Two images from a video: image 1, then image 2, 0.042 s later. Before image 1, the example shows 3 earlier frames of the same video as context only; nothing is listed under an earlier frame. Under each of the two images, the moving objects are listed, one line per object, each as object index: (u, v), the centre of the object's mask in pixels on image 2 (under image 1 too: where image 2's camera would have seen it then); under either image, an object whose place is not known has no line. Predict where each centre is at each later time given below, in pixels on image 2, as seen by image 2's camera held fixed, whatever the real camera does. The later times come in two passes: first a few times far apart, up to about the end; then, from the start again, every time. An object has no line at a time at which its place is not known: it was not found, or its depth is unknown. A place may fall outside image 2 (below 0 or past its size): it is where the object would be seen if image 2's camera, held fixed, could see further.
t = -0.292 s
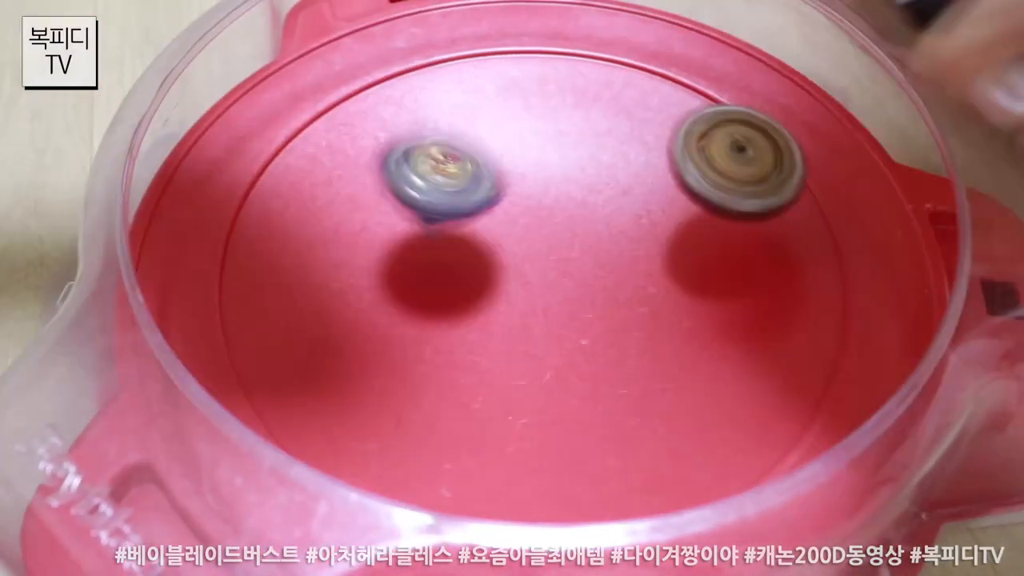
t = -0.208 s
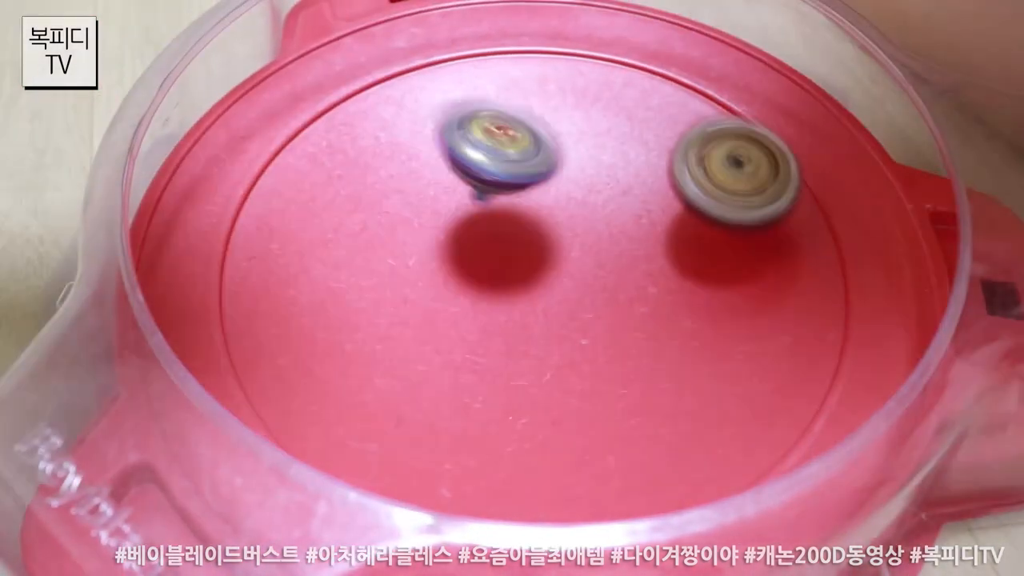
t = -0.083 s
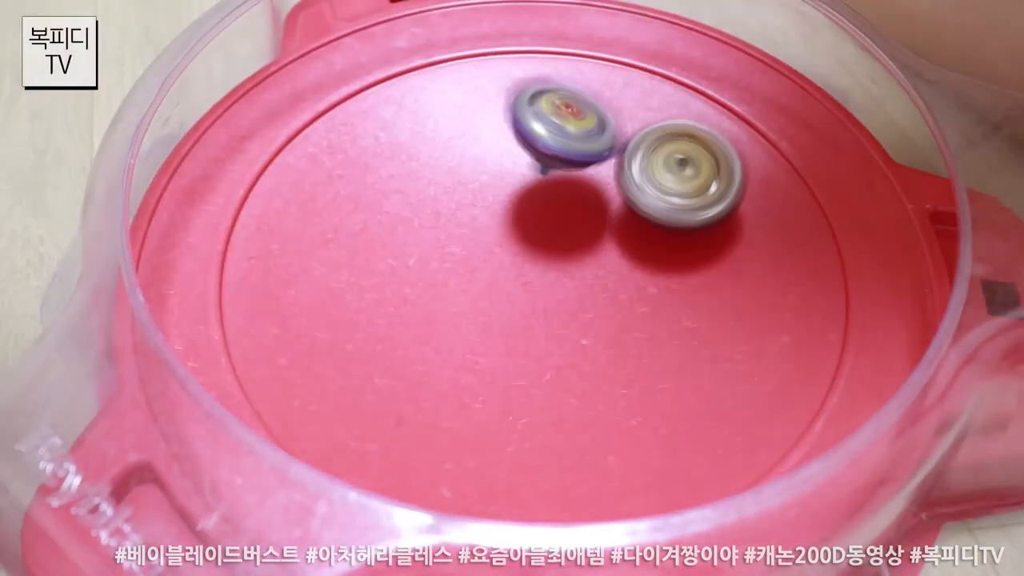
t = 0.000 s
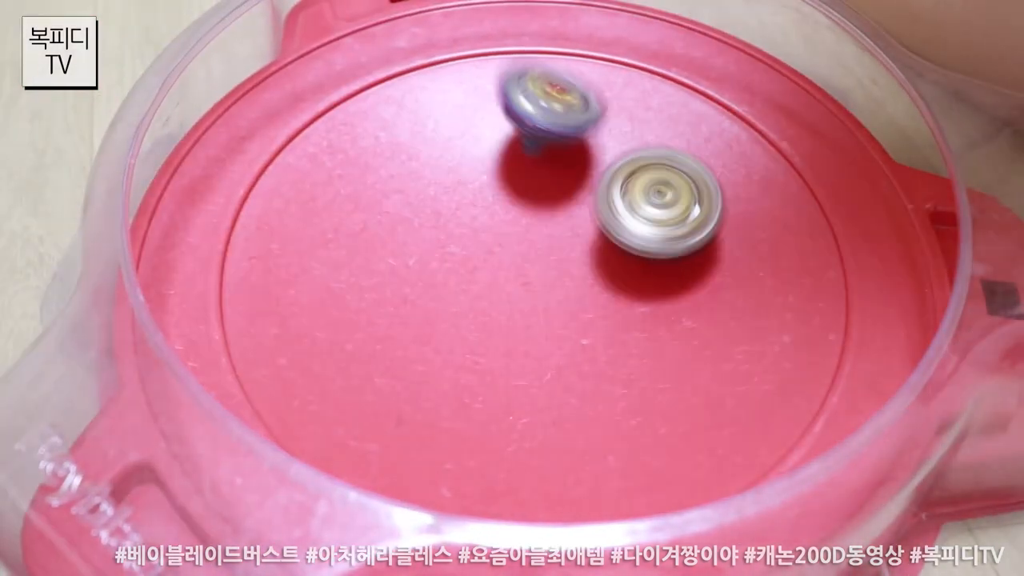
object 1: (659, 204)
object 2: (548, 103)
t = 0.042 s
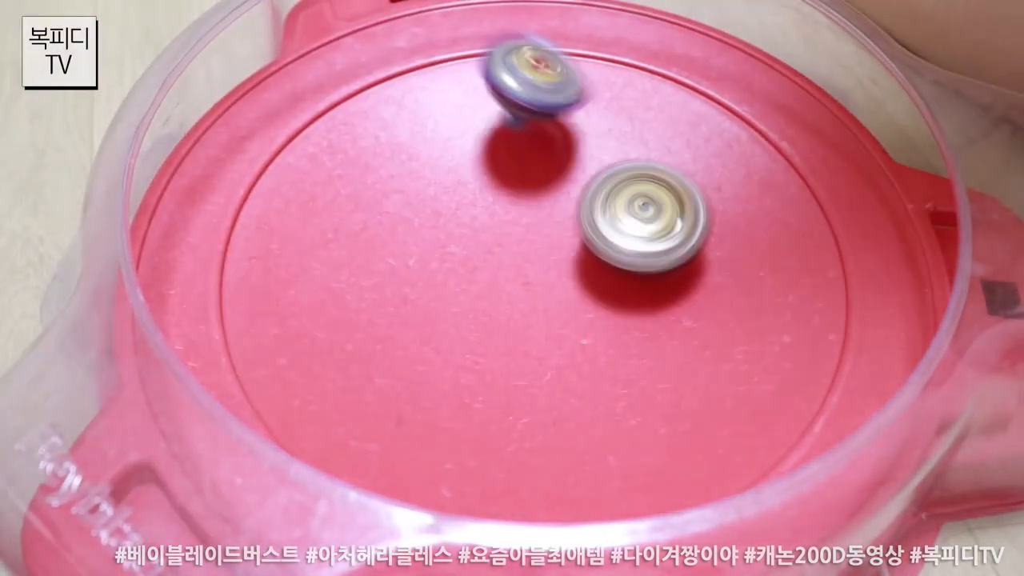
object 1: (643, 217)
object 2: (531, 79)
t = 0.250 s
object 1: (565, 253)
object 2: (435, 86)
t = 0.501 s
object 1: (545, 242)
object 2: (350, 174)
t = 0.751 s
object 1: (608, 274)
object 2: (483, 183)
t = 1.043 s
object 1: (628, 237)
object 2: (504, 85)
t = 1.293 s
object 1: (549, 258)
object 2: (416, 117)
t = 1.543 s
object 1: (594, 415)
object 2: (510, 199)
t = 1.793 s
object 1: (659, 351)
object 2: (631, 128)
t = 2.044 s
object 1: (567, 257)
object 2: (541, 103)
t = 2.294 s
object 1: (385, 363)
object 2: (519, 162)
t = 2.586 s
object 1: (483, 370)
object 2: (653, 195)
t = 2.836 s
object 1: (525, 271)
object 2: (649, 153)
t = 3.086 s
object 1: (371, 218)
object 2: (619, 179)
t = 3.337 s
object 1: (363, 236)
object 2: (673, 212)
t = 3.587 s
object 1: (480, 221)
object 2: (643, 224)
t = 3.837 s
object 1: (498, 159)
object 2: (682, 332)
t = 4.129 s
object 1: (512, 158)
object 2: (690, 288)
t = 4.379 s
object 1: (517, 137)
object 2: (536, 381)
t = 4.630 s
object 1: (533, 168)
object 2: (635, 425)
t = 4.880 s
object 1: (563, 152)
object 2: (532, 326)
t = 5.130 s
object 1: (552, 171)
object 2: (445, 464)
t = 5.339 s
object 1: (551, 223)
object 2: (550, 365)
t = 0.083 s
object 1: (624, 229)
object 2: (514, 81)
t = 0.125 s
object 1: (605, 239)
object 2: (495, 62)
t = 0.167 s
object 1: (589, 247)
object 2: (476, 71)
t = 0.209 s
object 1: (577, 252)
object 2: (456, 73)
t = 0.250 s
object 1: (565, 253)
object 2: (435, 86)
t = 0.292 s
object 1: (555, 251)
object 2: (415, 91)
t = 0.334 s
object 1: (549, 249)
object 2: (396, 114)
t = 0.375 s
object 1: (546, 248)
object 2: (379, 130)
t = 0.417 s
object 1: (545, 246)
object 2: (362, 146)
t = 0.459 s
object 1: (544, 244)
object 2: (350, 159)
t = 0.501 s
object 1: (545, 242)
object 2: (350, 174)
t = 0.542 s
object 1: (548, 243)
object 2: (358, 186)
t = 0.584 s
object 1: (553, 244)
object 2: (378, 197)
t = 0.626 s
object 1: (560, 248)
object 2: (407, 205)
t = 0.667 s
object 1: (569, 254)
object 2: (441, 207)
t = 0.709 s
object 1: (590, 265)
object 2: (461, 197)
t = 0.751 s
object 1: (608, 274)
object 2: (483, 183)
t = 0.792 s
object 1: (621, 278)
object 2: (502, 166)
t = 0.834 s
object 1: (631, 279)
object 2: (519, 144)
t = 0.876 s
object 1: (641, 276)
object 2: (529, 126)
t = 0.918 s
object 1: (648, 271)
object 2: (533, 110)
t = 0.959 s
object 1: (646, 262)
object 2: (529, 97)
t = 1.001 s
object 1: (638, 249)
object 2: (520, 89)
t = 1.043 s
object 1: (628, 237)
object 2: (504, 85)
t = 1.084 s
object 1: (618, 228)
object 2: (487, 81)
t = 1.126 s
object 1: (606, 225)
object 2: (467, 78)
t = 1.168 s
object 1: (591, 228)
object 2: (449, 80)
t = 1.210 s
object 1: (576, 235)
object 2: (435, 85)
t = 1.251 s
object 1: (561, 245)
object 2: (423, 98)
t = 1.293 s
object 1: (549, 258)
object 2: (416, 117)
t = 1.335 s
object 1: (538, 272)
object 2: (414, 145)
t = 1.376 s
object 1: (530, 287)
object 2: (425, 178)
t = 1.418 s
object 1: (531, 311)
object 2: (446, 206)
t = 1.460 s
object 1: (553, 359)
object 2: (458, 203)
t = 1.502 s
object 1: (574, 394)
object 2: (480, 201)
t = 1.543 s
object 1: (594, 415)
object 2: (510, 199)
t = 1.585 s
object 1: (614, 423)
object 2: (541, 195)
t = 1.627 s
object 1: (629, 421)
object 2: (573, 187)
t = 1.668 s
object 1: (643, 411)
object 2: (601, 174)
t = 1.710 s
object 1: (655, 394)
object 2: (618, 158)
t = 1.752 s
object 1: (659, 374)
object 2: (629, 142)
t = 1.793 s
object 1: (659, 351)
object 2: (631, 128)
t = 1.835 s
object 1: (656, 328)
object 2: (627, 115)
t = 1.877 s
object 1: (645, 308)
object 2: (617, 106)
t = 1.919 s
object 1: (629, 291)
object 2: (601, 100)
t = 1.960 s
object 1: (610, 276)
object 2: (584, 95)
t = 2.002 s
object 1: (589, 265)
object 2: (562, 95)
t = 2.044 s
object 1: (567, 257)
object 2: (541, 103)
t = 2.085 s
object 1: (545, 255)
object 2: (515, 120)
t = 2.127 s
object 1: (521, 257)
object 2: (493, 144)
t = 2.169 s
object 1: (490, 275)
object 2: (486, 152)
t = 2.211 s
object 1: (447, 314)
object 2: (494, 151)
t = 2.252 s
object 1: (409, 345)
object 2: (506, 157)
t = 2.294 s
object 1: (385, 363)
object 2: (519, 162)
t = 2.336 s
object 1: (374, 379)
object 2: (533, 171)
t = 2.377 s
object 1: (376, 387)
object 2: (546, 178)
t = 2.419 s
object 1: (389, 395)
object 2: (568, 188)
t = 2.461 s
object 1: (409, 393)
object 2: (589, 195)
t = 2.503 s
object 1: (432, 390)
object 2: (611, 197)
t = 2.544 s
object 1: (458, 381)
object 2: (633, 199)
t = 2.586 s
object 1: (483, 370)
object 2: (653, 195)
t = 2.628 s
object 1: (505, 359)
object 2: (667, 190)
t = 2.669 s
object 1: (521, 342)
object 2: (677, 180)
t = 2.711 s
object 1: (531, 325)
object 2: (680, 170)
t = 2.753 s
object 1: (533, 307)
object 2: (678, 162)
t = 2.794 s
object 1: (531, 288)
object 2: (667, 156)
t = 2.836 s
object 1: (525, 271)
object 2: (649, 153)
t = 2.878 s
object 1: (513, 255)
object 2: (623, 155)
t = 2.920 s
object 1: (501, 240)
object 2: (591, 161)
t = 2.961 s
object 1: (461, 231)
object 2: (590, 157)
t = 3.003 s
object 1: (420, 225)
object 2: (597, 166)
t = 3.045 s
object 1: (391, 222)
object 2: (607, 172)
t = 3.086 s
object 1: (371, 218)
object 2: (619, 179)
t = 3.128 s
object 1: (358, 217)
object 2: (628, 186)
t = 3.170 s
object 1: (350, 217)
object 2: (641, 194)
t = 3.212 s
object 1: (347, 221)
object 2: (649, 201)
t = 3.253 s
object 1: (349, 226)
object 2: (658, 205)
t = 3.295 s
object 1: (354, 232)
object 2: (665, 211)
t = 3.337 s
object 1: (363, 236)
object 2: (673, 212)
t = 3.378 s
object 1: (377, 238)
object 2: (675, 214)
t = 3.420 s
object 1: (394, 239)
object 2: (679, 214)
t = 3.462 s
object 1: (417, 237)
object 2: (677, 214)
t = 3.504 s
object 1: (439, 234)
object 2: (669, 215)
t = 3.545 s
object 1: (461, 228)
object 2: (660, 218)
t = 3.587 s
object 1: (480, 221)
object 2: (643, 224)
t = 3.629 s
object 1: (495, 214)
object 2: (623, 233)
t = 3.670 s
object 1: (493, 198)
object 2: (626, 255)
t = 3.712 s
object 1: (491, 184)
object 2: (634, 284)
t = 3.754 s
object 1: (491, 174)
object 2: (649, 305)
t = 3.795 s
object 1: (494, 166)
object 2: (665, 321)
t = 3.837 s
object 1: (498, 159)
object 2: (682, 332)
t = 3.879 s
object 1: (503, 152)
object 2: (698, 338)
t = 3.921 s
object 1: (505, 148)
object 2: (713, 340)
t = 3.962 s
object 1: (508, 146)
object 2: (724, 336)
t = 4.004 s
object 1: (508, 146)
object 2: (727, 327)
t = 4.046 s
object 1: (508, 149)
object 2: (721, 317)
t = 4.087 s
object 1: (510, 154)
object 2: (708, 303)
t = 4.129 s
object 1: (512, 158)
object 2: (690, 288)
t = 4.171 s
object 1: (518, 165)
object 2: (662, 274)
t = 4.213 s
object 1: (525, 173)
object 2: (629, 260)
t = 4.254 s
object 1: (530, 171)
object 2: (595, 259)
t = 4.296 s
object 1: (525, 151)
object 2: (573, 302)
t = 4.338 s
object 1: (520, 140)
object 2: (549, 340)
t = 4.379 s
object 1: (517, 137)
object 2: (536, 381)
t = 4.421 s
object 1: (518, 135)
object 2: (533, 420)
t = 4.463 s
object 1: (521, 139)
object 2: (541, 454)
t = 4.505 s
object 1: (523, 143)
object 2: (563, 472)
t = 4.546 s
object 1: (526, 150)
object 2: (591, 472)
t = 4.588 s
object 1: (529, 159)
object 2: (618, 453)
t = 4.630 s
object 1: (533, 168)
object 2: (635, 425)
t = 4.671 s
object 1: (537, 176)
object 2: (645, 394)
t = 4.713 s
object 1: (541, 182)
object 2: (644, 363)
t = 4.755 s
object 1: (546, 188)
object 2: (630, 336)
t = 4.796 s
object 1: (550, 192)
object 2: (605, 306)
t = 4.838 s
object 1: (556, 182)
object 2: (571, 297)
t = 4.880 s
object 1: (563, 152)
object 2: (532, 326)
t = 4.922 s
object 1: (567, 131)
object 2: (495, 354)
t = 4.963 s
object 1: (569, 121)
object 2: (463, 382)
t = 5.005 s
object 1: (568, 123)
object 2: (440, 410)
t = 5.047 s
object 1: (563, 136)
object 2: (428, 437)
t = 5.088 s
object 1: (557, 154)
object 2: (434, 455)
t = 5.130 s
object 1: (552, 171)
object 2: (445, 464)
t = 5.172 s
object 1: (548, 187)
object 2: (466, 463)
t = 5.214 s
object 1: (546, 202)
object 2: (492, 456)
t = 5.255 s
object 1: (545, 213)
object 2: (517, 435)
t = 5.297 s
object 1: (546, 220)
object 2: (538, 407)
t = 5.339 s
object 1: (551, 223)
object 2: (550, 365)
